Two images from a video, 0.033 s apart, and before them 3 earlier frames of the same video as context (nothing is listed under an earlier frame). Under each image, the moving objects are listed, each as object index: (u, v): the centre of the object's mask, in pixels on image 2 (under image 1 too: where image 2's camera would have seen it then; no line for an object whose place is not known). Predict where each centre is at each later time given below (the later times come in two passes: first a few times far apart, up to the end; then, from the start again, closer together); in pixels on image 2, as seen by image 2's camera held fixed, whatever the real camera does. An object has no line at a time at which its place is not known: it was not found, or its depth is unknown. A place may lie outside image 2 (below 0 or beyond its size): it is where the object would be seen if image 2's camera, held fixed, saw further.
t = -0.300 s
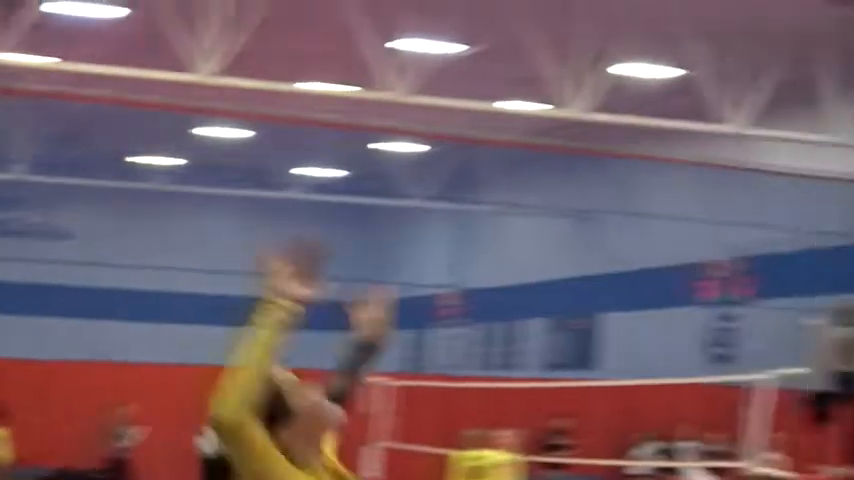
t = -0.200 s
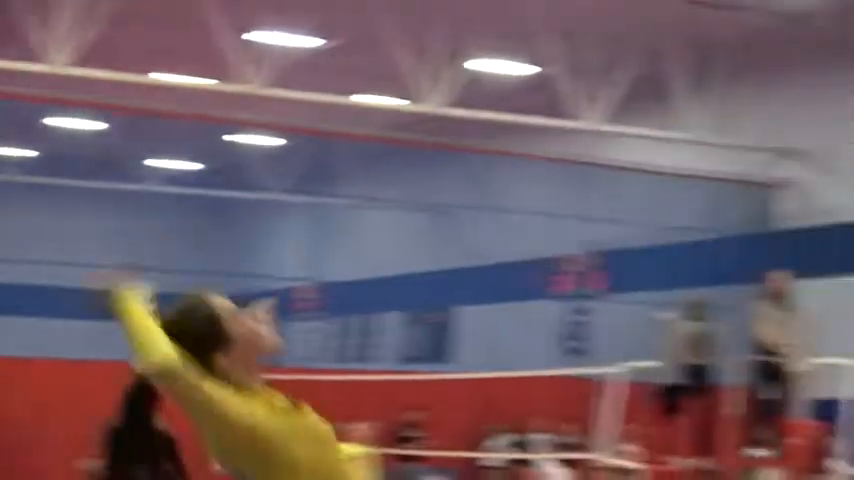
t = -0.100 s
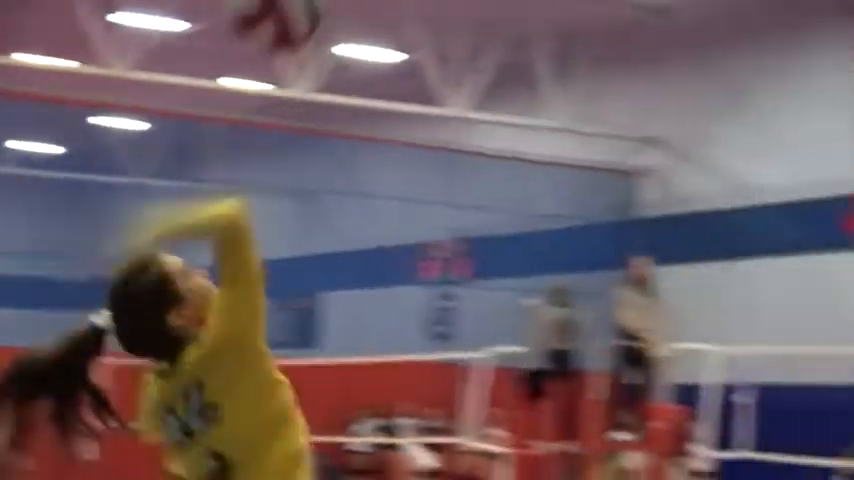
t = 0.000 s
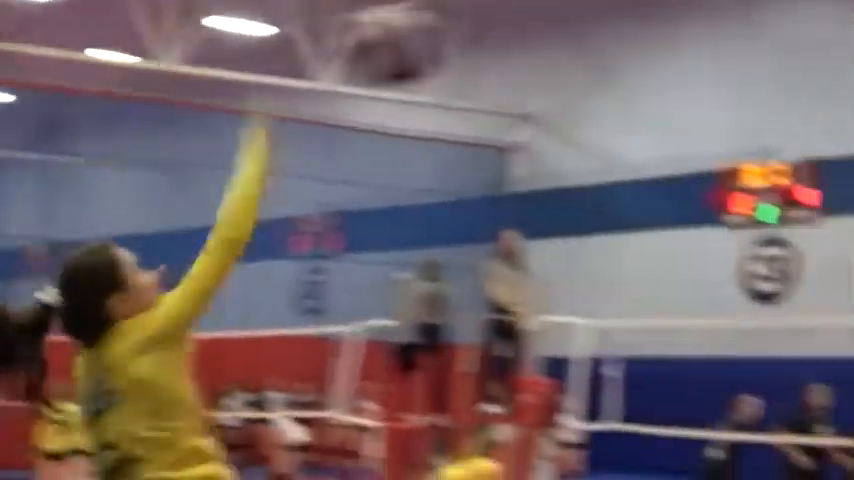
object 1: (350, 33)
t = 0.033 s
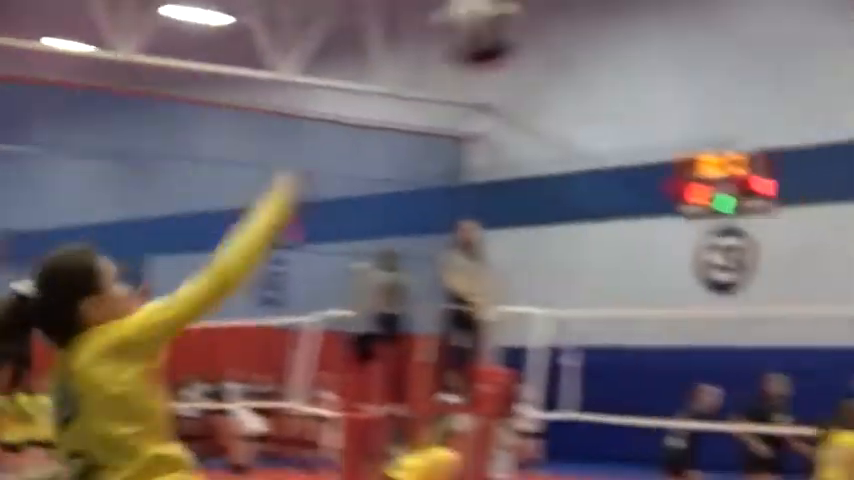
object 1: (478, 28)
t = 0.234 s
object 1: (965, 67)
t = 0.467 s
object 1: (1243, 153)
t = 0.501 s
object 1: (1272, 168)
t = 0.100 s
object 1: (687, 43)
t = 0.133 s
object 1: (769, 49)
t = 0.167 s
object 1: (843, 54)
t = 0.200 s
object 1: (910, 63)
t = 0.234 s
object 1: (965, 67)
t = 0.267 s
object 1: (1018, 74)
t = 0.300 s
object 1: (1065, 85)
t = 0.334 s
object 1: (1109, 98)
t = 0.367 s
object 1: (1146, 111)
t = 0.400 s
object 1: (1183, 124)
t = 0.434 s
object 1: (1213, 138)
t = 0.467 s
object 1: (1243, 153)
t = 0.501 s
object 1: (1272, 168)
